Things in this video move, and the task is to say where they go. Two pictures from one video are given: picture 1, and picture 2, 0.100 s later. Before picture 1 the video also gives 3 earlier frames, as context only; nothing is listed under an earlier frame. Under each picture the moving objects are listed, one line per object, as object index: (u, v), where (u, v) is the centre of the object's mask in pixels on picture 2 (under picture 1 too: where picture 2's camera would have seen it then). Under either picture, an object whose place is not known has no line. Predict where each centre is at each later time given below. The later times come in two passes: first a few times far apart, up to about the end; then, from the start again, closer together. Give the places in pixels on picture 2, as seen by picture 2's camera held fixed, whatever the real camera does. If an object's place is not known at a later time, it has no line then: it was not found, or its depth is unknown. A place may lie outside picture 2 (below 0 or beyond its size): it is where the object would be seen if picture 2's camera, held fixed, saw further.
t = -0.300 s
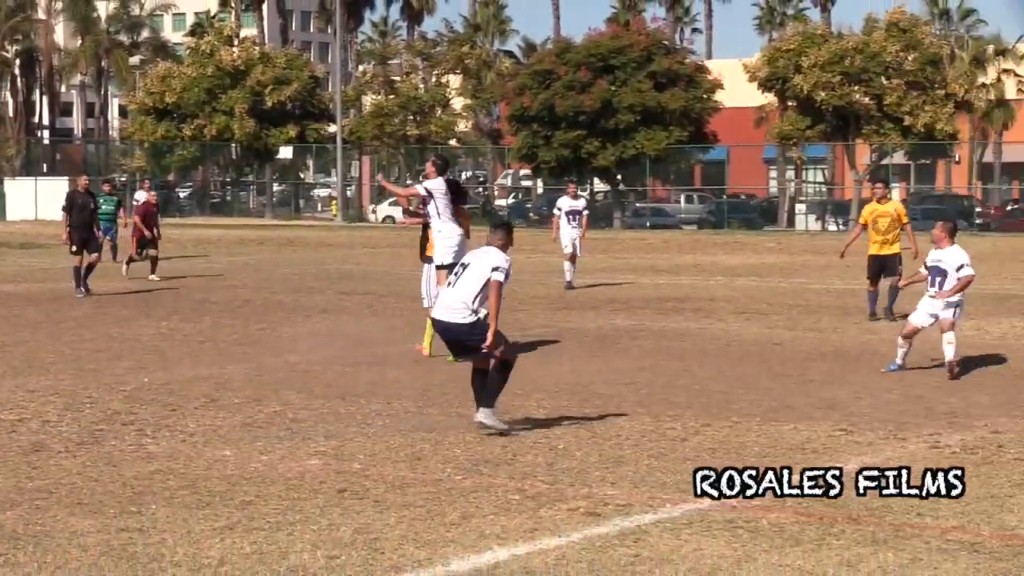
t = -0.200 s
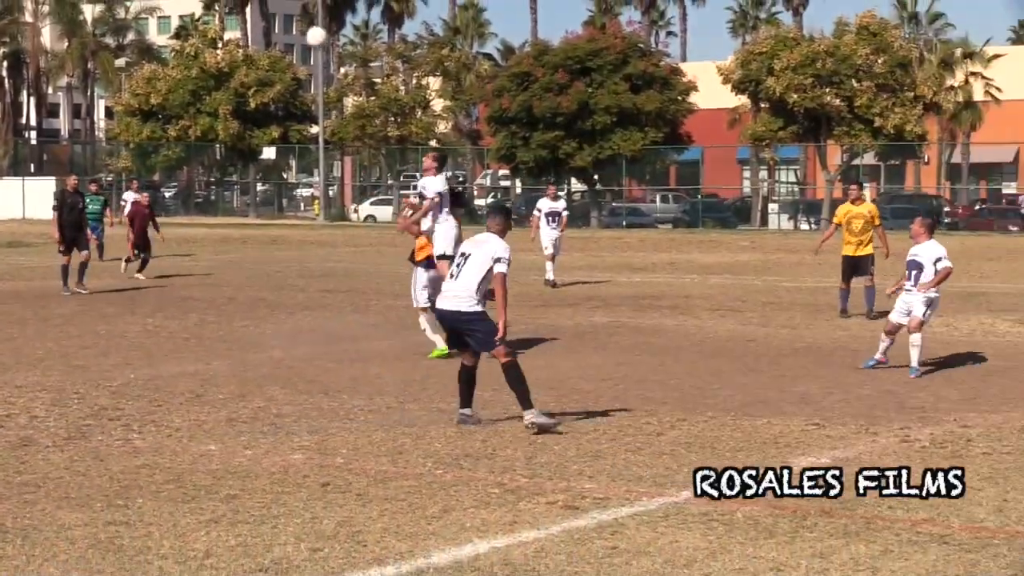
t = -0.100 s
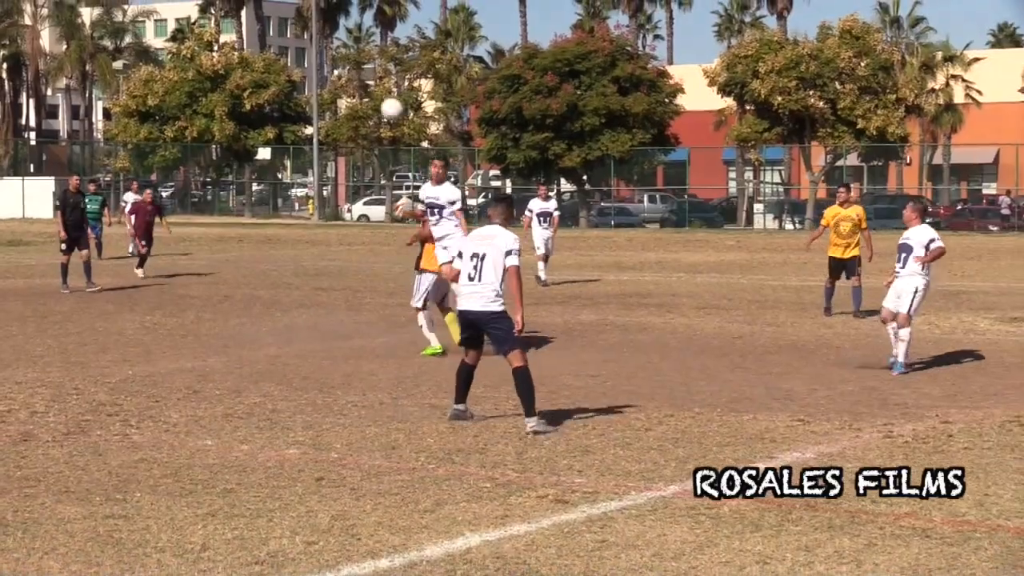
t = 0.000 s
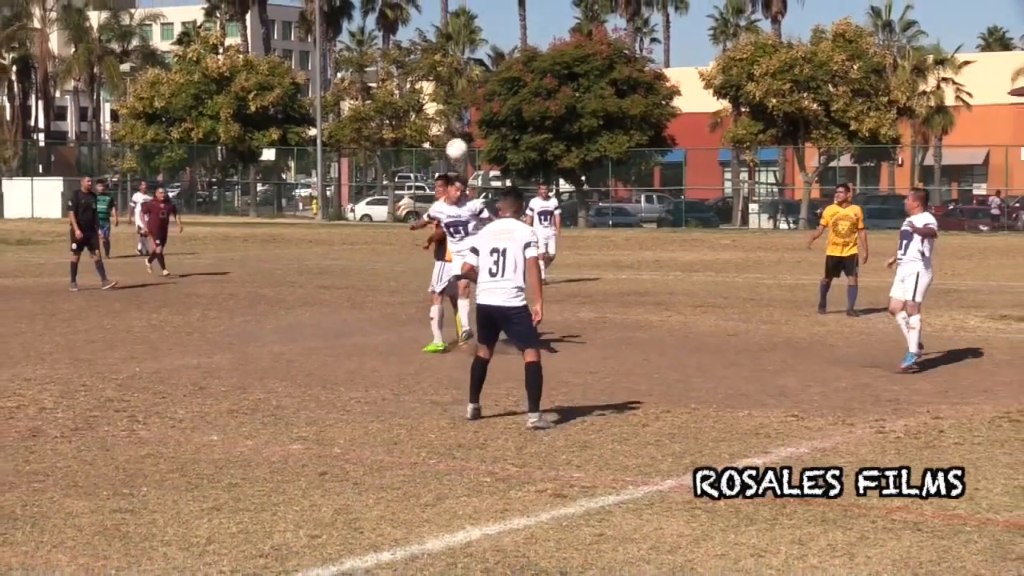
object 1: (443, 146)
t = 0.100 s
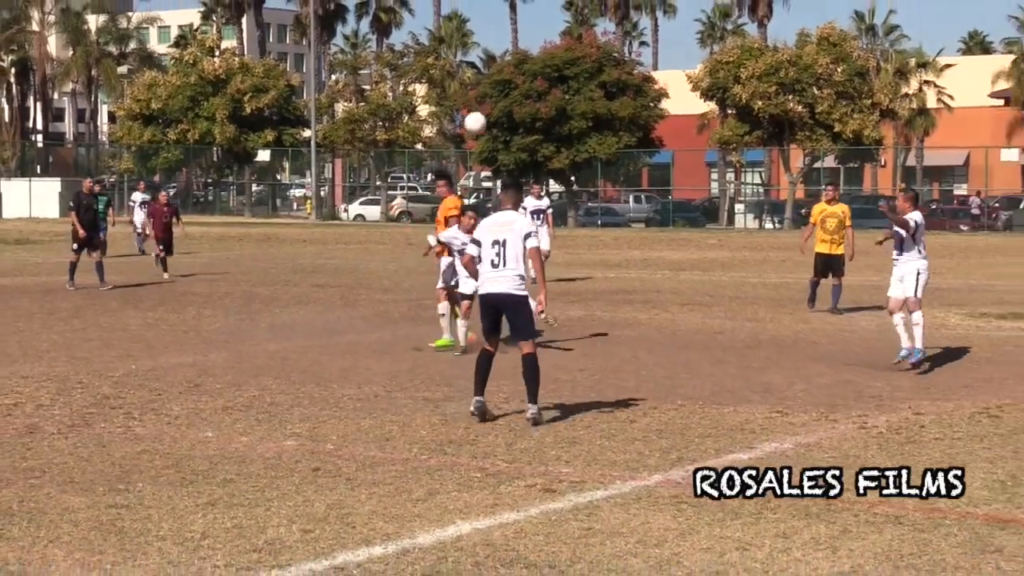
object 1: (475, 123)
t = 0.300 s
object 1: (531, 96)
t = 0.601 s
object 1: (615, 144)
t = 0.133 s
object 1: (484, 115)
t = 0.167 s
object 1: (494, 109)
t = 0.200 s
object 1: (503, 105)
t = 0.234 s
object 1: (513, 101)
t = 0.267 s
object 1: (522, 97)
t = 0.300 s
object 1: (531, 96)
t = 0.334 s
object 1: (539, 97)
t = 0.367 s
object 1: (549, 98)
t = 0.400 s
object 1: (558, 101)
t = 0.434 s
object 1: (567, 106)
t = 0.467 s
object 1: (577, 111)
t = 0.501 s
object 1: (586, 116)
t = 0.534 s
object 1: (596, 125)
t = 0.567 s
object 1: (605, 134)
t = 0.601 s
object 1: (615, 144)
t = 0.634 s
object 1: (626, 156)
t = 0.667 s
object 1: (636, 169)
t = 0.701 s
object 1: (645, 184)
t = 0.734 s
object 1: (654, 199)
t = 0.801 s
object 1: (676, 234)
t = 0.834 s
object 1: (687, 254)
